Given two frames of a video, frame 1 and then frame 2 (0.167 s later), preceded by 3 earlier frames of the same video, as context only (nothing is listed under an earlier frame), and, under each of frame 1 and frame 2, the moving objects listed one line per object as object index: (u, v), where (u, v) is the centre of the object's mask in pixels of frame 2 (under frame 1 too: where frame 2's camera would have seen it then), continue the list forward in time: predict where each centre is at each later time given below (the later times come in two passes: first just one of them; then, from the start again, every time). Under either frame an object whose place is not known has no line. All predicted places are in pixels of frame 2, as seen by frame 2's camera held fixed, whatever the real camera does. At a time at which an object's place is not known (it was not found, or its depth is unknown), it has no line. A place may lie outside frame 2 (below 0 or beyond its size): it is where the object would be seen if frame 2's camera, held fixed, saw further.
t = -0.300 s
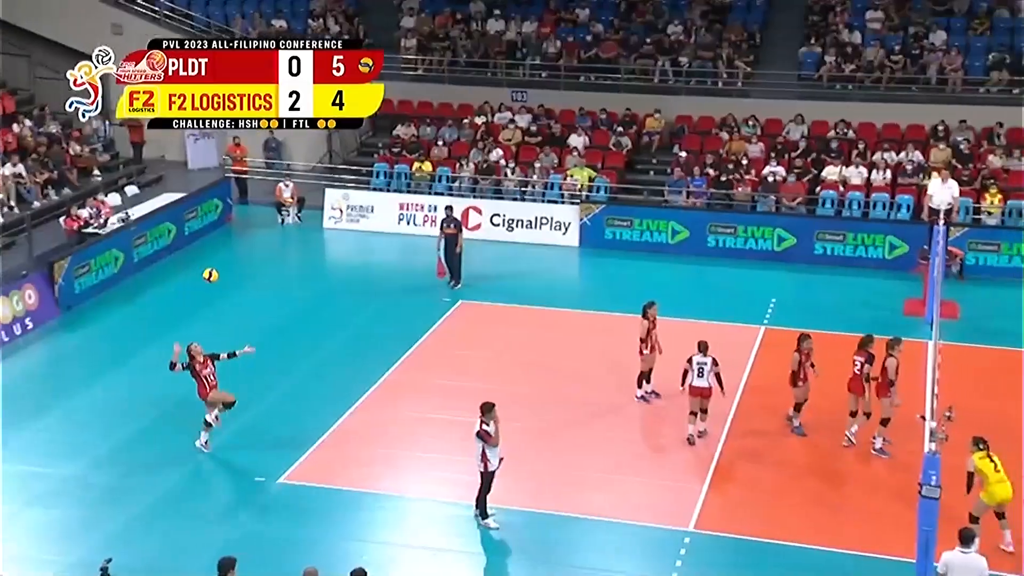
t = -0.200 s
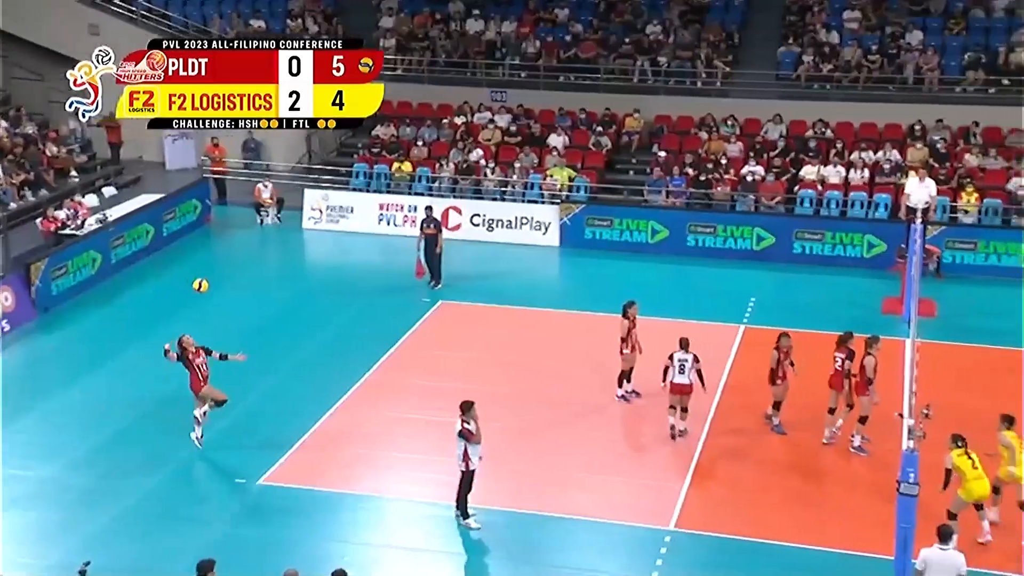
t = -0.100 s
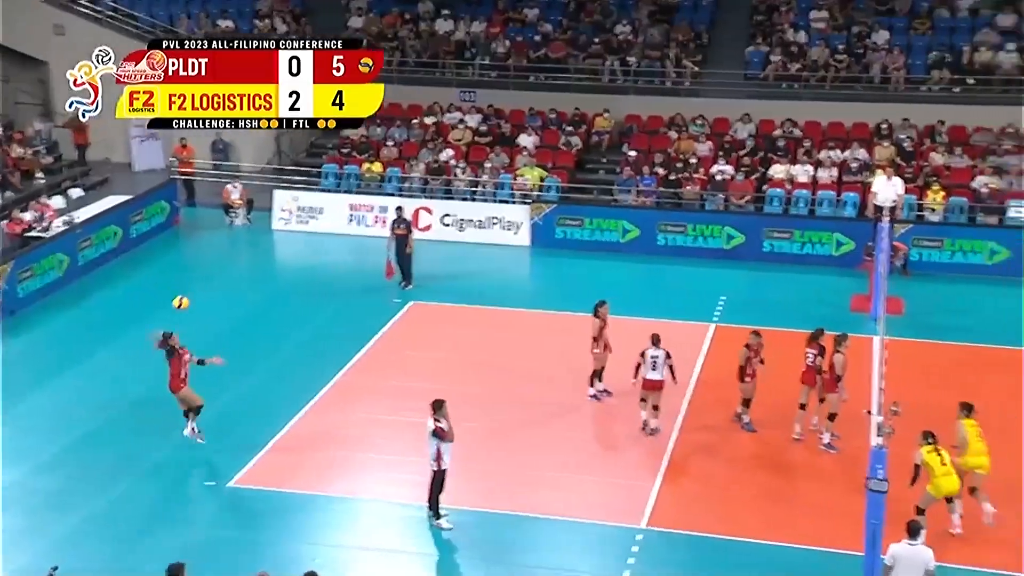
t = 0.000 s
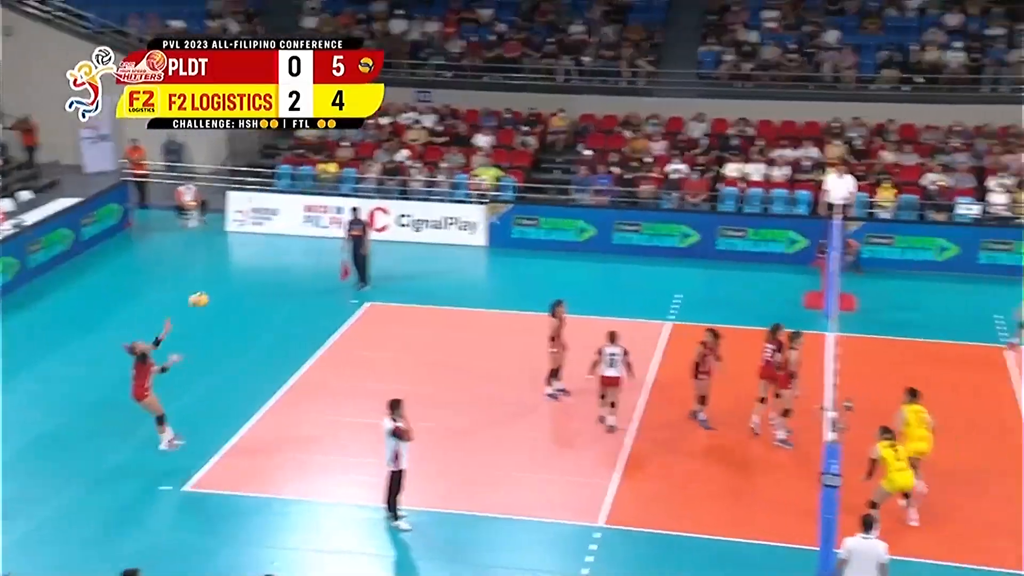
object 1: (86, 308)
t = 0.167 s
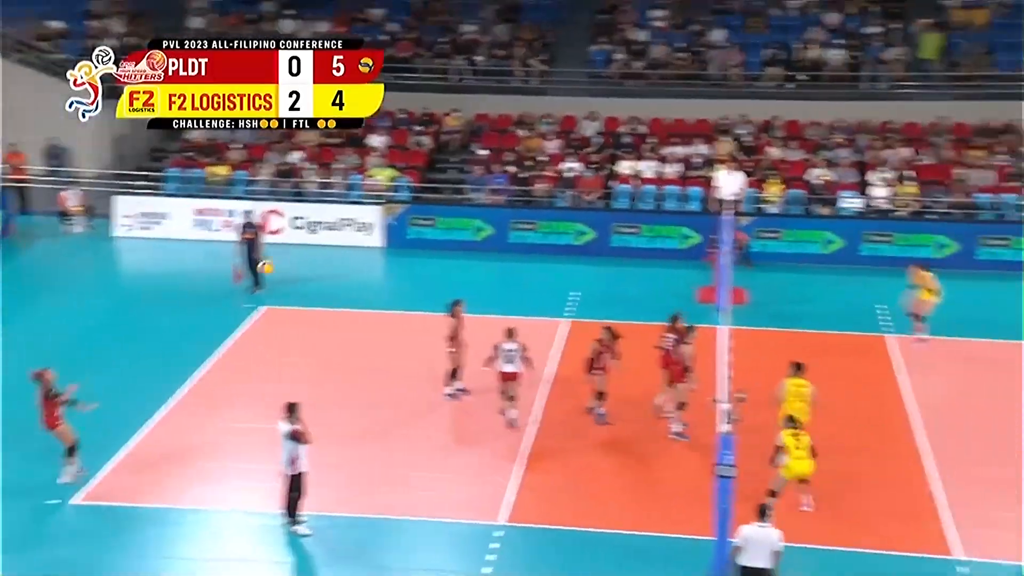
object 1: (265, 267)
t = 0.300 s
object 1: (400, 250)
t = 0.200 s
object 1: (300, 262)
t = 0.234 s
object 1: (334, 256)
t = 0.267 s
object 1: (367, 253)
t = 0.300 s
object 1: (400, 250)
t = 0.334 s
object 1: (433, 248)
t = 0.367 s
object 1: (465, 247)
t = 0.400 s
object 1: (496, 246)
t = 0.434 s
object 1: (528, 248)
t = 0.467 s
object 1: (559, 250)
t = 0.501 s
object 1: (590, 253)
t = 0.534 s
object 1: (621, 256)
